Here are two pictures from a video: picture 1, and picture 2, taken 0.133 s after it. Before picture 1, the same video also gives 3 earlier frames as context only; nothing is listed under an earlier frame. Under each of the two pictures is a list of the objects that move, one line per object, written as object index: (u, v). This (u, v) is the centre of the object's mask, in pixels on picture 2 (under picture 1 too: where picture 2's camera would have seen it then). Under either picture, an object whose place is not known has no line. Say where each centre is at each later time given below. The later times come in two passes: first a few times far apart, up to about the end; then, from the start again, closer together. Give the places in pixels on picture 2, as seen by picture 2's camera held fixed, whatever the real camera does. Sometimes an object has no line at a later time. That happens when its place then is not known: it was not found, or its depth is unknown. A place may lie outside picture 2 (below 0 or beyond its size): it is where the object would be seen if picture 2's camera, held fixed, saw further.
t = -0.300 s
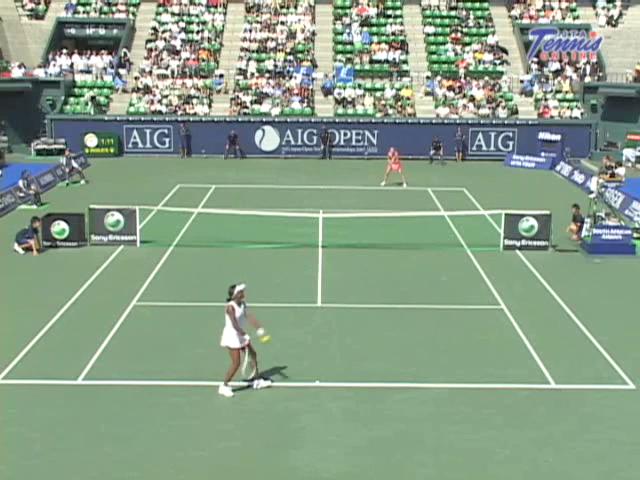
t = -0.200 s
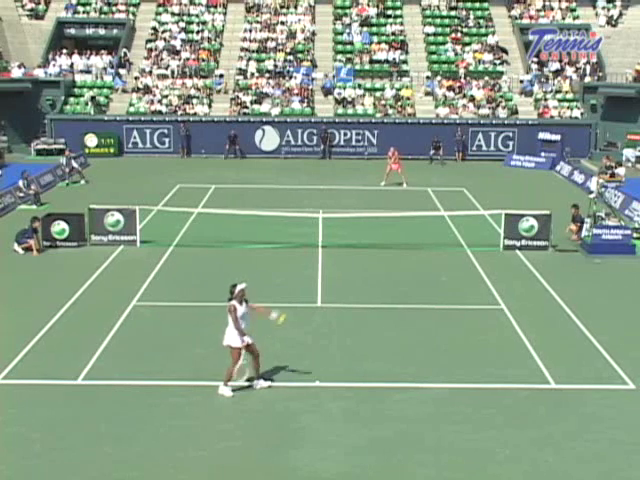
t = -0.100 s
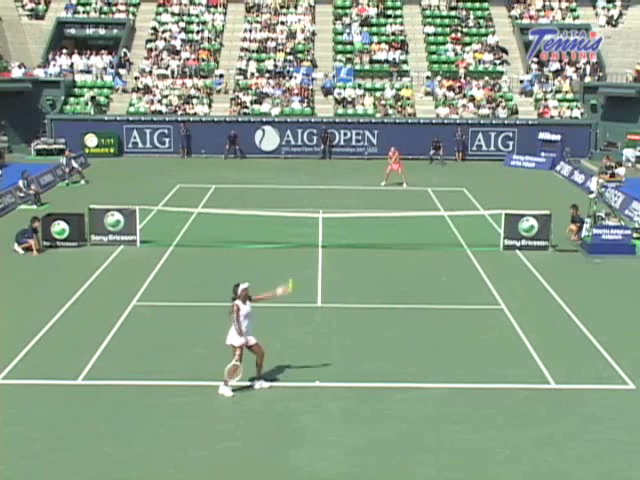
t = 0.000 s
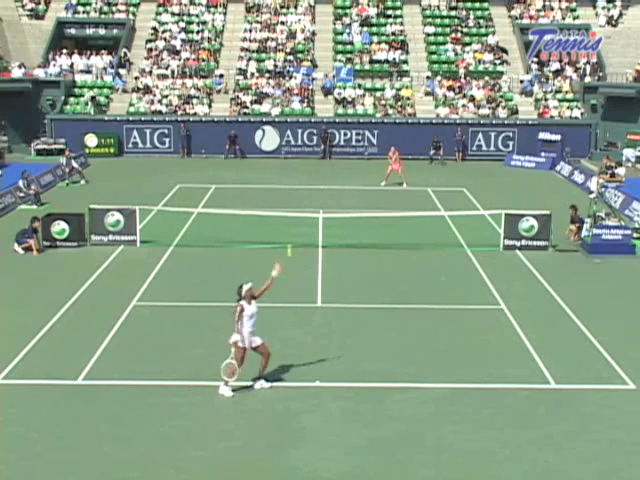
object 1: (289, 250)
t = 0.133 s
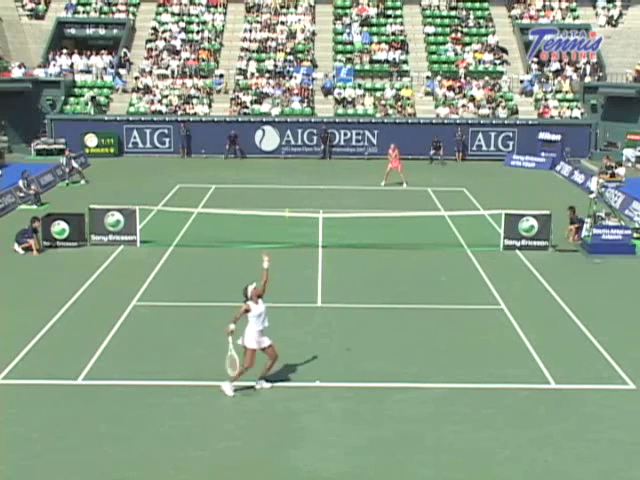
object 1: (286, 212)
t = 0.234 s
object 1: (285, 193)
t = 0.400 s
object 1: (283, 172)
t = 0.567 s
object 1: (280, 168)
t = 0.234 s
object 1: (285, 193)
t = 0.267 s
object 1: (285, 187)
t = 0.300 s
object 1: (284, 182)
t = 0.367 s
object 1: (283, 174)
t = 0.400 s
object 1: (283, 172)
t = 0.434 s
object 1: (282, 170)
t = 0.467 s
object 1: (282, 168)
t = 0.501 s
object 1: (281, 168)
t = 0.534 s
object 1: (281, 167)
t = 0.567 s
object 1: (280, 168)
